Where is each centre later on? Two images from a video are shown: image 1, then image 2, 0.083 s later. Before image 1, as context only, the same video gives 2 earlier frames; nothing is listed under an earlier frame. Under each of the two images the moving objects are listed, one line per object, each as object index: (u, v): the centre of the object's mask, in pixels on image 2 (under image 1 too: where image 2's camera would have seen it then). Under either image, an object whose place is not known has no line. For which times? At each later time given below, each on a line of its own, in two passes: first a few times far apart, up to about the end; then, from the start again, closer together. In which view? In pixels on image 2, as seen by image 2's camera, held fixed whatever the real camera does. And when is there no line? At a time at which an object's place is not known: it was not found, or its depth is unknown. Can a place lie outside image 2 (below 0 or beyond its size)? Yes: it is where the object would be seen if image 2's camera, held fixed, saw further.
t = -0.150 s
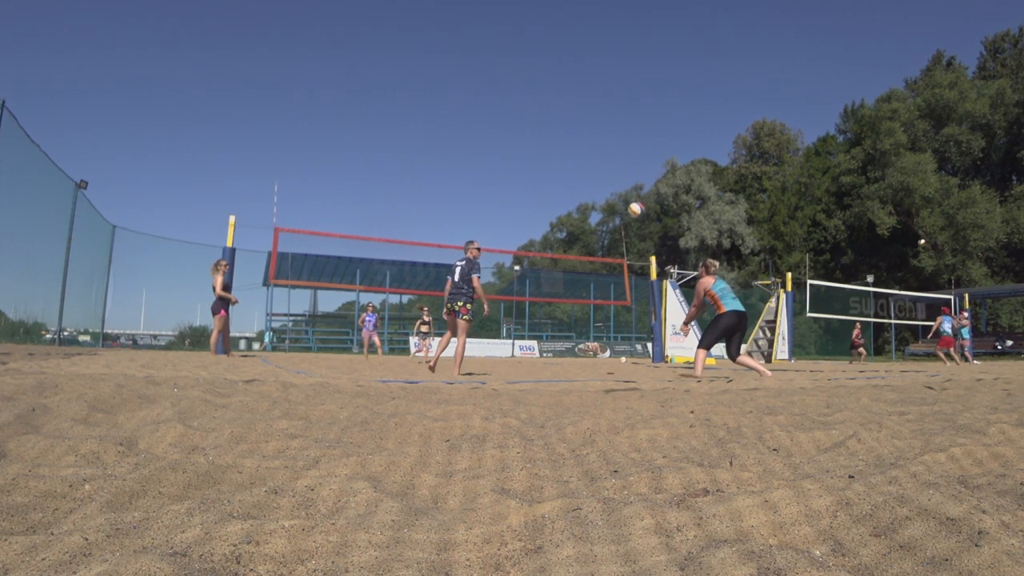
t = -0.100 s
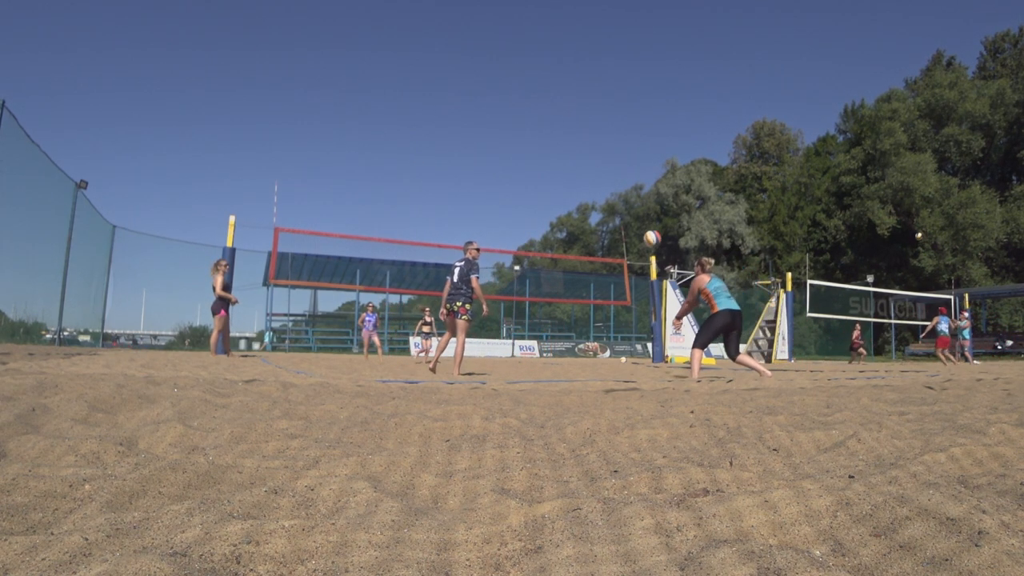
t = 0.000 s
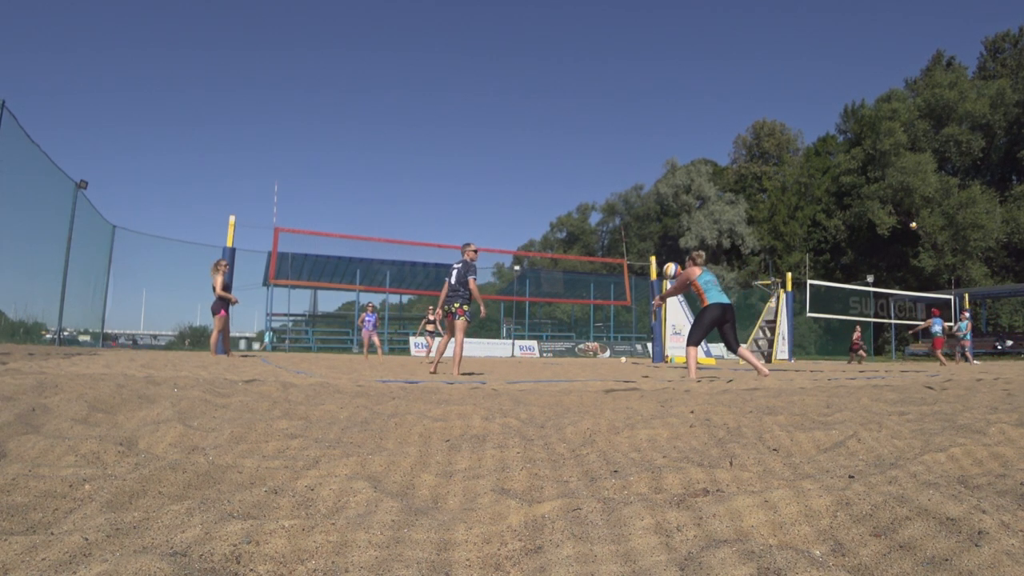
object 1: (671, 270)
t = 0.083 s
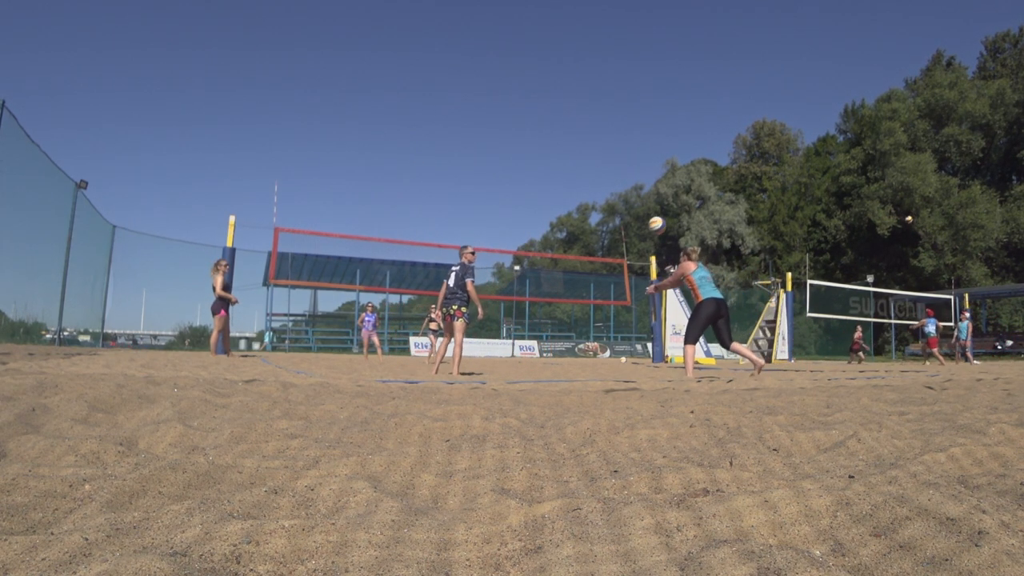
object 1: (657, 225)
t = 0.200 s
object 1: (638, 173)
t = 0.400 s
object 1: (609, 118)
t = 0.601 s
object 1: (584, 96)
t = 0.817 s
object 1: (562, 102)
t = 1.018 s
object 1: (544, 133)
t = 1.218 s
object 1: (528, 186)
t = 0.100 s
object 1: (654, 216)
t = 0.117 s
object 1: (651, 209)
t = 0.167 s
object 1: (643, 186)
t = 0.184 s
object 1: (640, 180)
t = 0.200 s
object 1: (638, 173)
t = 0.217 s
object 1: (635, 168)
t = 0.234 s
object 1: (633, 162)
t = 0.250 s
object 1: (630, 156)
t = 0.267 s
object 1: (628, 151)
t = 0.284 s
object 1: (625, 146)
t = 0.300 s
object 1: (623, 141)
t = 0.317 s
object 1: (621, 137)
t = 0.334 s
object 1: (618, 133)
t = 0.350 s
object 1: (615, 129)
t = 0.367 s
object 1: (613, 125)
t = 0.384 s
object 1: (611, 122)
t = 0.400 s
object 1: (609, 118)
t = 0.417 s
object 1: (607, 115)
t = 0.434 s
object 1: (605, 112)
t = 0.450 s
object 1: (603, 110)
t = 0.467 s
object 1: (600, 107)
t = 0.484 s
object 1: (598, 105)
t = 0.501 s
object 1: (596, 103)
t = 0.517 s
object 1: (594, 101)
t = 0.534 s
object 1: (593, 100)
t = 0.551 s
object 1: (591, 98)
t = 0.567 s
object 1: (588, 97)
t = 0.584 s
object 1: (586, 97)
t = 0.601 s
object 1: (584, 96)
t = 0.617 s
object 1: (583, 95)
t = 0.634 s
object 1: (580, 94)
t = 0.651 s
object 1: (579, 94)
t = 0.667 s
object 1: (577, 94)
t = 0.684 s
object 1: (575, 94)
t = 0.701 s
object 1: (574, 95)
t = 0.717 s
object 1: (572, 95)
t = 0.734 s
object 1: (570, 96)
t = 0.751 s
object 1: (569, 97)
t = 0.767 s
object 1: (567, 98)
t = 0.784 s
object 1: (565, 99)
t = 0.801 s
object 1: (563, 101)
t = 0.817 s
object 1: (562, 102)
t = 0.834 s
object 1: (560, 104)
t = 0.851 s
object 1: (559, 106)
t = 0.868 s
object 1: (557, 108)
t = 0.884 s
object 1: (555, 110)
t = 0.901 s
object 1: (555, 112)
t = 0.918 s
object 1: (553, 114)
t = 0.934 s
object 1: (552, 117)
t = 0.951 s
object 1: (550, 120)
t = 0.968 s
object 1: (549, 123)
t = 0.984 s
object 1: (547, 126)
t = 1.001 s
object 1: (546, 129)
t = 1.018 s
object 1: (544, 133)
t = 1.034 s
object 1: (543, 136)
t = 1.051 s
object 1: (541, 140)
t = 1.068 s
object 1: (540, 144)
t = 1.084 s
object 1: (539, 148)
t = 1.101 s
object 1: (537, 152)
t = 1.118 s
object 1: (536, 156)
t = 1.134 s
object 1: (534, 161)
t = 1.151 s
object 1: (533, 165)
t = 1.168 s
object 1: (532, 170)
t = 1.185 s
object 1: (530, 175)
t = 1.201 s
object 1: (530, 180)
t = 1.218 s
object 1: (528, 186)
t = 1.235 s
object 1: (527, 191)
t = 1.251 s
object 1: (526, 197)
